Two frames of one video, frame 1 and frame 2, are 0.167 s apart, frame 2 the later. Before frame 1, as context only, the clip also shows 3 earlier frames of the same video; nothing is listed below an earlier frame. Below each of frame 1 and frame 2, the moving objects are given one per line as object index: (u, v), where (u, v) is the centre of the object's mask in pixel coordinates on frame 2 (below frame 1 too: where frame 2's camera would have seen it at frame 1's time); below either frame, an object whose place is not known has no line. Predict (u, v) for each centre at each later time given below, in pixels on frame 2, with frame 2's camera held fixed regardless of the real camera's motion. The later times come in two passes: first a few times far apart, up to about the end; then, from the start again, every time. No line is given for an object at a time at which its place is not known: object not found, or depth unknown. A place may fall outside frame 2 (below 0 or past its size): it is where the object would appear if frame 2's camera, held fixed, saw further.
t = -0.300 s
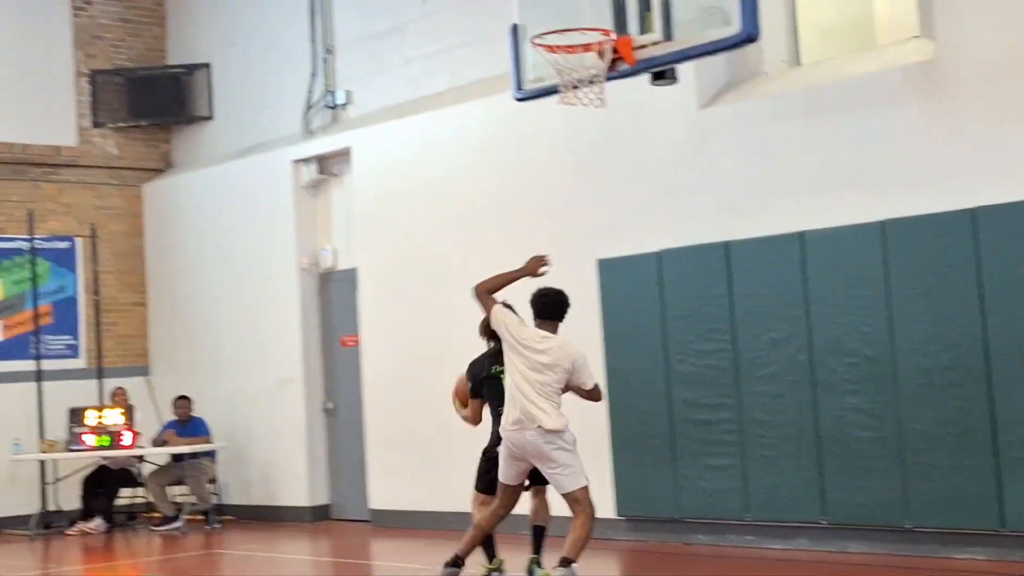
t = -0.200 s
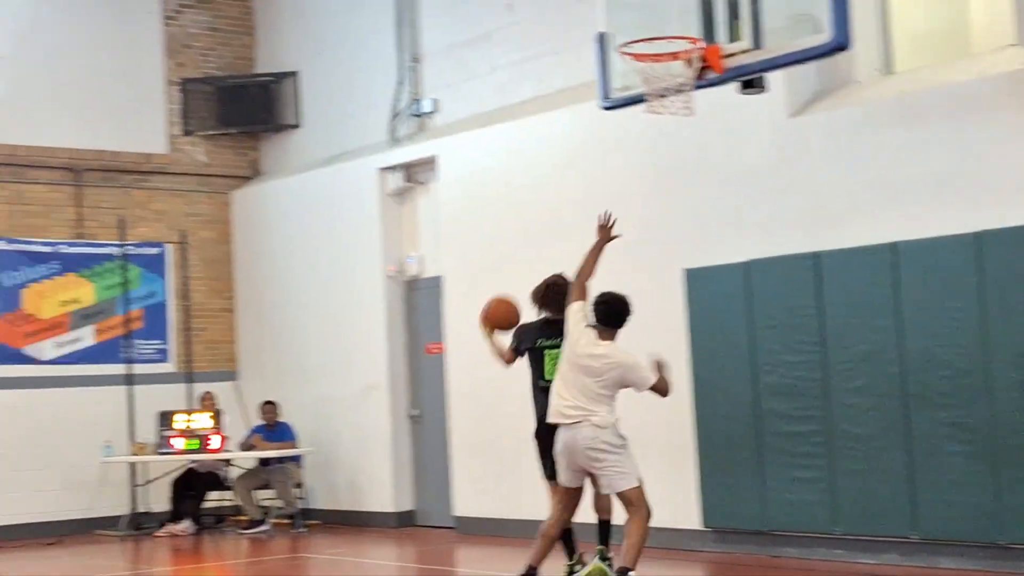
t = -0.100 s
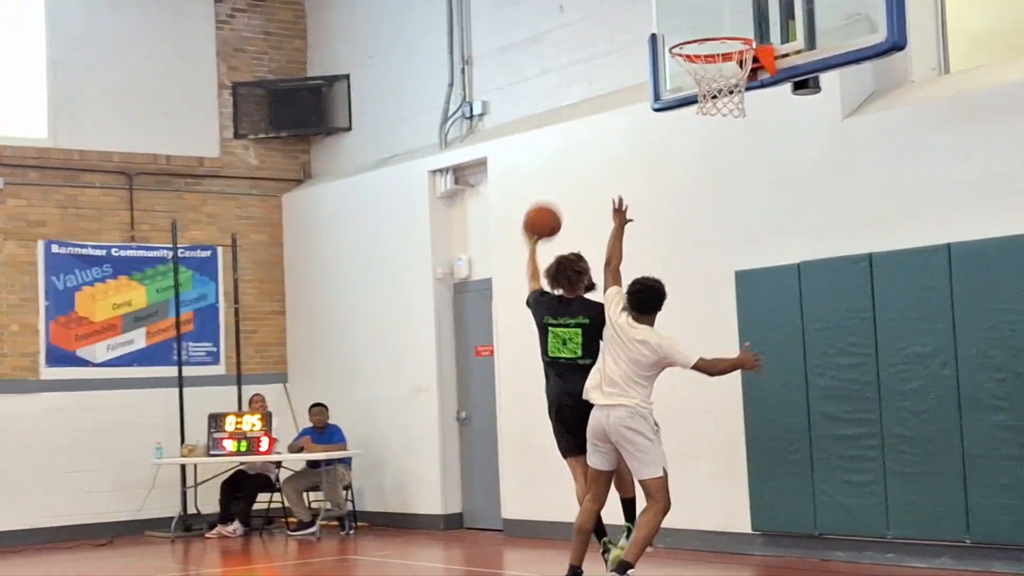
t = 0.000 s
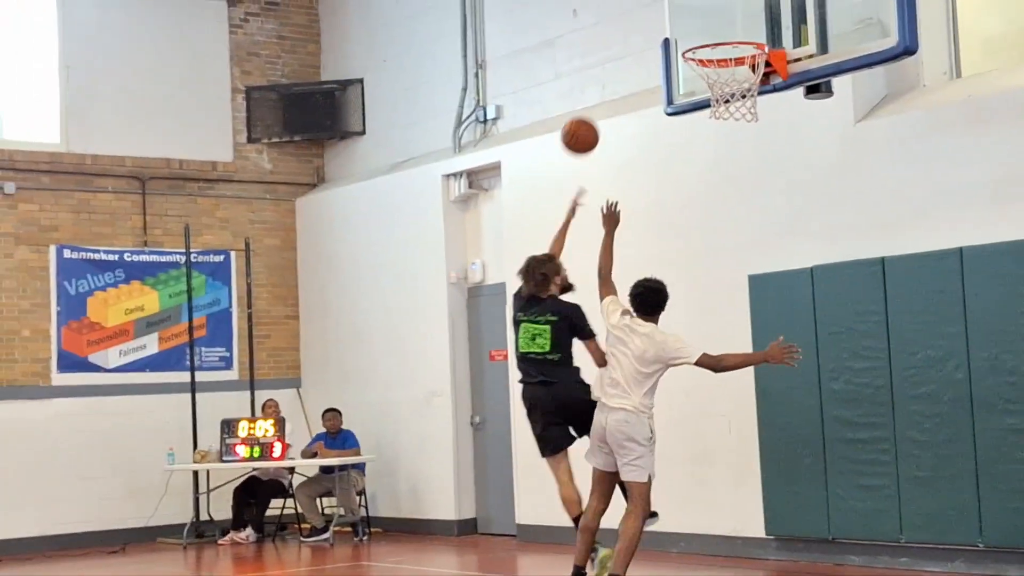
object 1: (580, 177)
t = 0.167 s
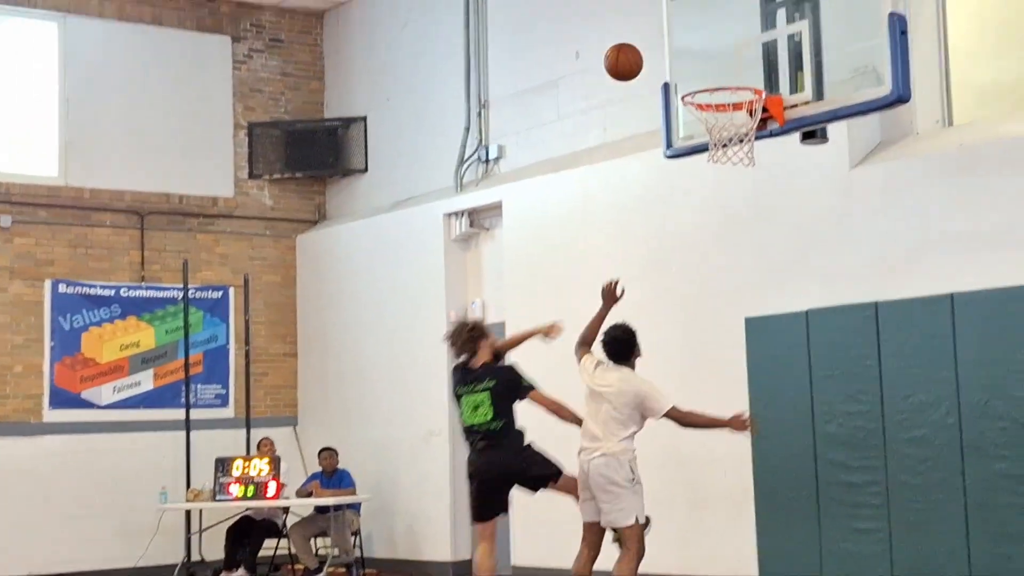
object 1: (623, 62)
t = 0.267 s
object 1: (650, 12)
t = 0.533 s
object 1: (727, -47)
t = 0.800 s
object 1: (763, 11)
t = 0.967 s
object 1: (785, 114)
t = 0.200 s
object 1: (632, 44)
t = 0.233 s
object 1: (641, 27)
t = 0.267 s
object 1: (650, 12)
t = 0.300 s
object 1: (660, -1)
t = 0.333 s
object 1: (669, -12)
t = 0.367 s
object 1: (678, -22)
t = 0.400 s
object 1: (688, -31)
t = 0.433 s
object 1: (698, -37)
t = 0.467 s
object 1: (707, -42)
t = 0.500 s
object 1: (717, -45)
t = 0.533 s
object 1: (727, -47)
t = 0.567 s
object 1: (736, -46)
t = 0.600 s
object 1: (740, -43)
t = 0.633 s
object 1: (744, -39)
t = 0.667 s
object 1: (747, -33)
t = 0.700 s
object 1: (751, -25)
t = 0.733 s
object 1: (755, -15)
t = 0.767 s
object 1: (759, -3)
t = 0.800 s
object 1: (763, 11)
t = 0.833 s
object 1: (767, 27)
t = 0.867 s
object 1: (771, 46)
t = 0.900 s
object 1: (776, 66)
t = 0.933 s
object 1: (781, 88)
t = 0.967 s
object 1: (785, 114)
